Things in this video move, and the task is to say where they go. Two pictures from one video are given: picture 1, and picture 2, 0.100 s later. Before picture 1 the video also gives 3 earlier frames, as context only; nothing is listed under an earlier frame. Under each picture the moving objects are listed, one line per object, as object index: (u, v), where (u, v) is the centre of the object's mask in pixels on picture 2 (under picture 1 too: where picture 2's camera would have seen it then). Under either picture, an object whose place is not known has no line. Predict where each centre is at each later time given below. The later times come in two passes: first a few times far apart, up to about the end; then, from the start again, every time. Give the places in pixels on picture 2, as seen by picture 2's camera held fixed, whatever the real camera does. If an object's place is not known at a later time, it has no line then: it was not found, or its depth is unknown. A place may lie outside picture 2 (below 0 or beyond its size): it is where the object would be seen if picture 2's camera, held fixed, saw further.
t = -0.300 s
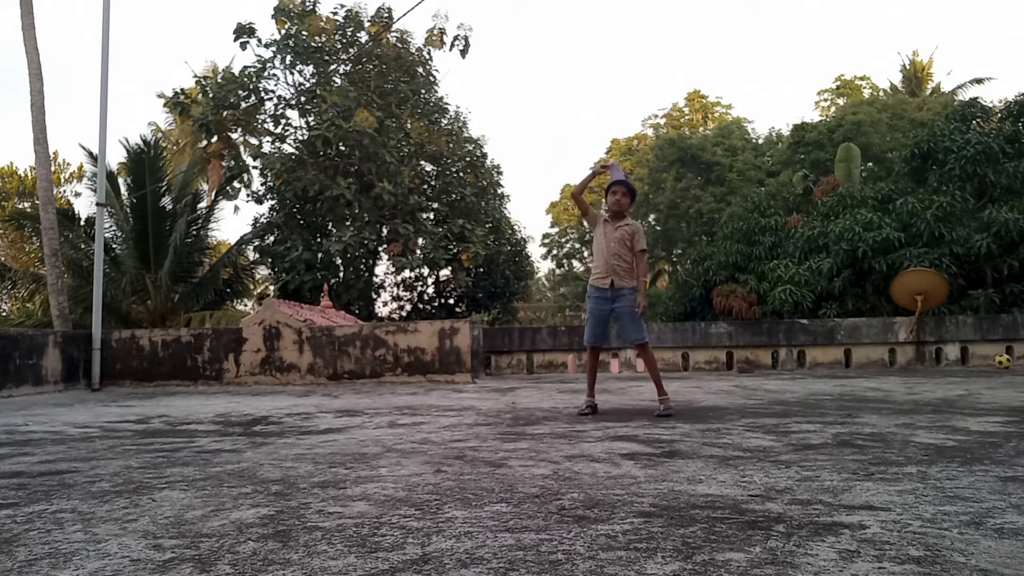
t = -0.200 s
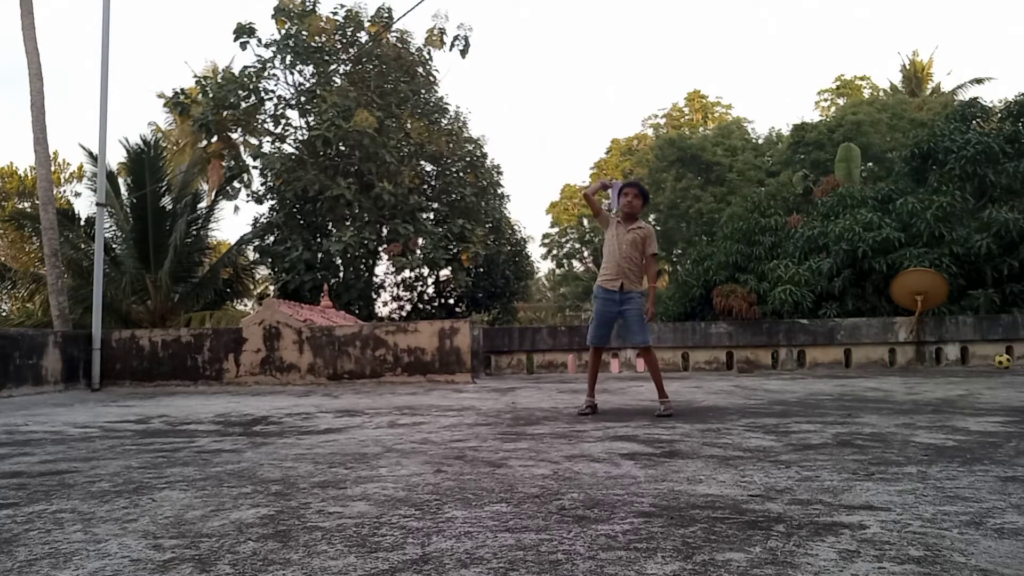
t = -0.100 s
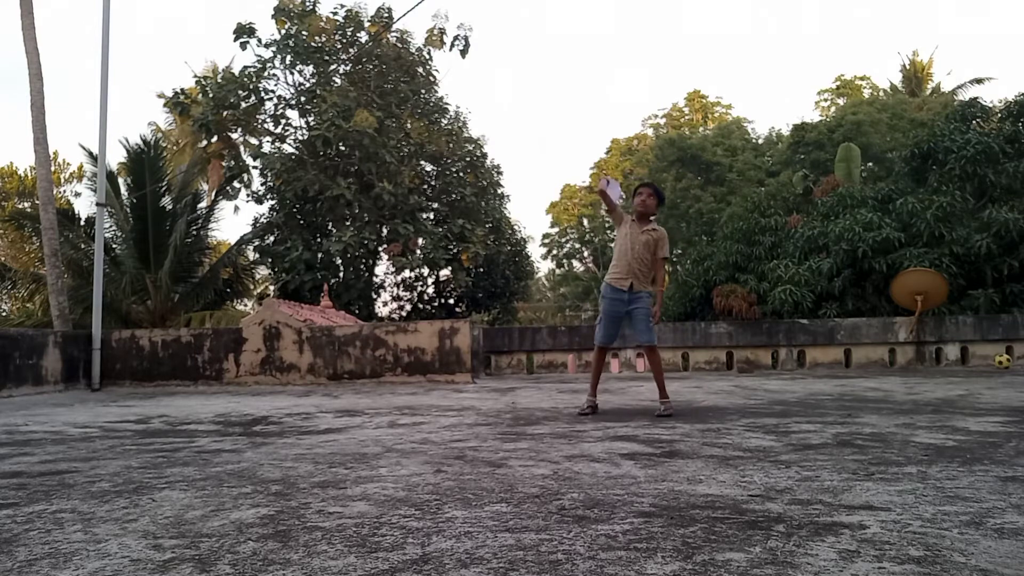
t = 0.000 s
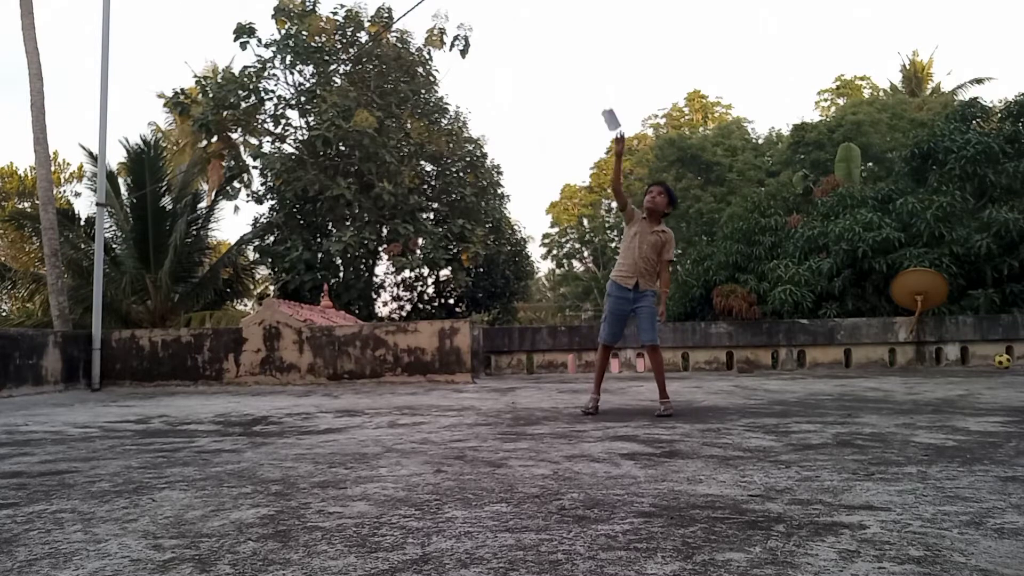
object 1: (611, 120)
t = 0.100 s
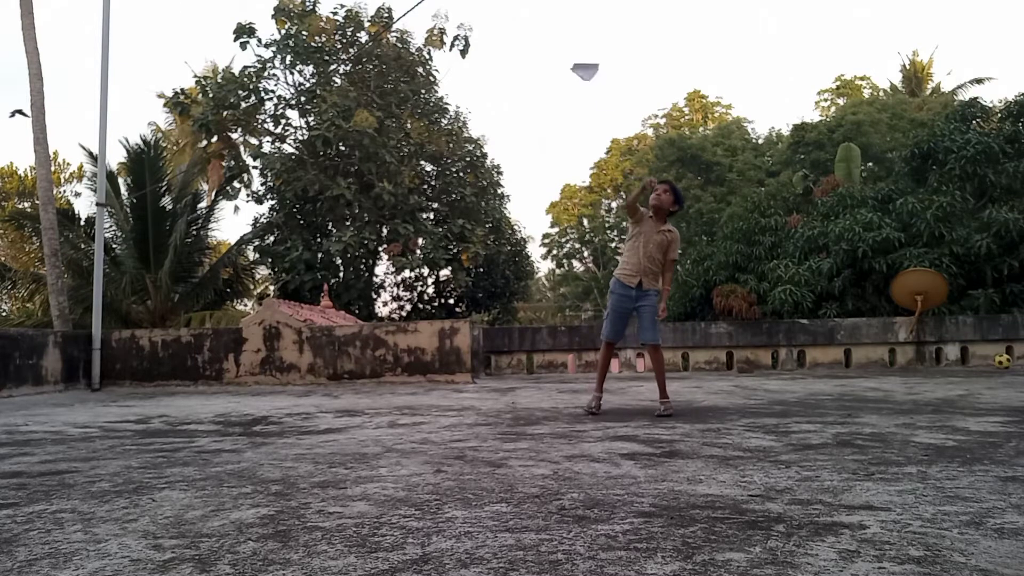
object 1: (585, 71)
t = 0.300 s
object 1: (503, 96)
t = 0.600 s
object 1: (484, 217)
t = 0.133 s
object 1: (571, 64)
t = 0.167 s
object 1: (556, 62)
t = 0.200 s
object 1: (541, 65)
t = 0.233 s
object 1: (527, 73)
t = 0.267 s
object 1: (514, 83)
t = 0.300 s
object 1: (503, 96)
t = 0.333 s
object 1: (494, 111)
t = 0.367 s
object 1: (487, 127)
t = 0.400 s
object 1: (483, 143)
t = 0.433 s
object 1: (480, 158)
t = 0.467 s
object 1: (479, 172)
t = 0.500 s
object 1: (480, 184)
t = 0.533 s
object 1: (481, 196)
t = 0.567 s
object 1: (482, 207)
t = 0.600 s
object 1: (484, 217)
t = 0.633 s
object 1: (486, 226)
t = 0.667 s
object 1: (488, 234)
